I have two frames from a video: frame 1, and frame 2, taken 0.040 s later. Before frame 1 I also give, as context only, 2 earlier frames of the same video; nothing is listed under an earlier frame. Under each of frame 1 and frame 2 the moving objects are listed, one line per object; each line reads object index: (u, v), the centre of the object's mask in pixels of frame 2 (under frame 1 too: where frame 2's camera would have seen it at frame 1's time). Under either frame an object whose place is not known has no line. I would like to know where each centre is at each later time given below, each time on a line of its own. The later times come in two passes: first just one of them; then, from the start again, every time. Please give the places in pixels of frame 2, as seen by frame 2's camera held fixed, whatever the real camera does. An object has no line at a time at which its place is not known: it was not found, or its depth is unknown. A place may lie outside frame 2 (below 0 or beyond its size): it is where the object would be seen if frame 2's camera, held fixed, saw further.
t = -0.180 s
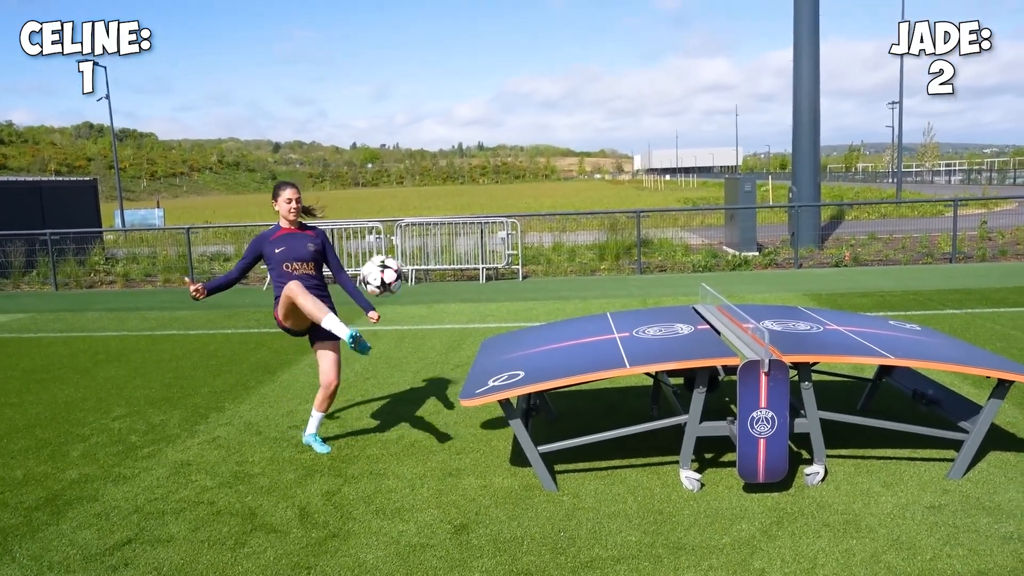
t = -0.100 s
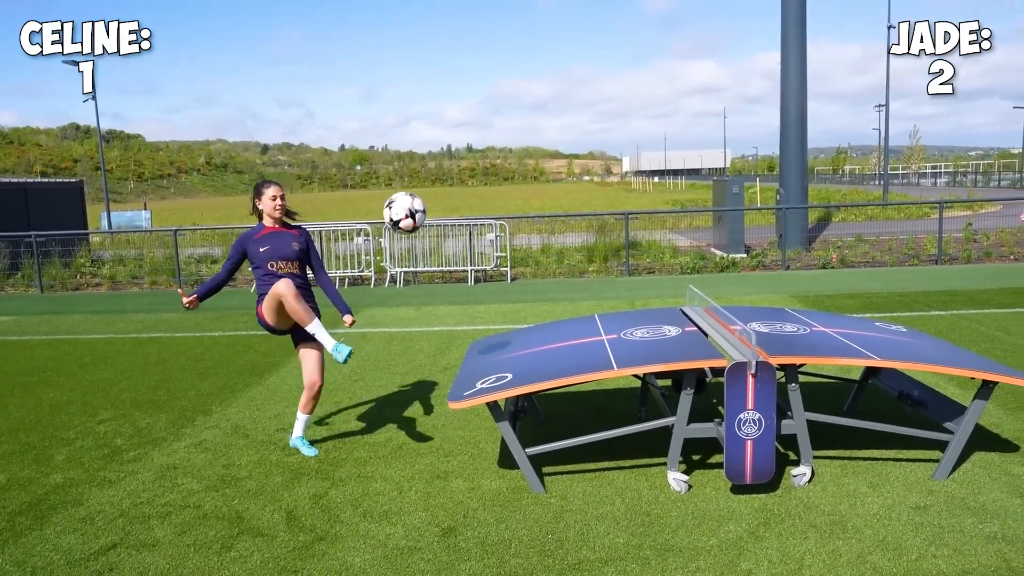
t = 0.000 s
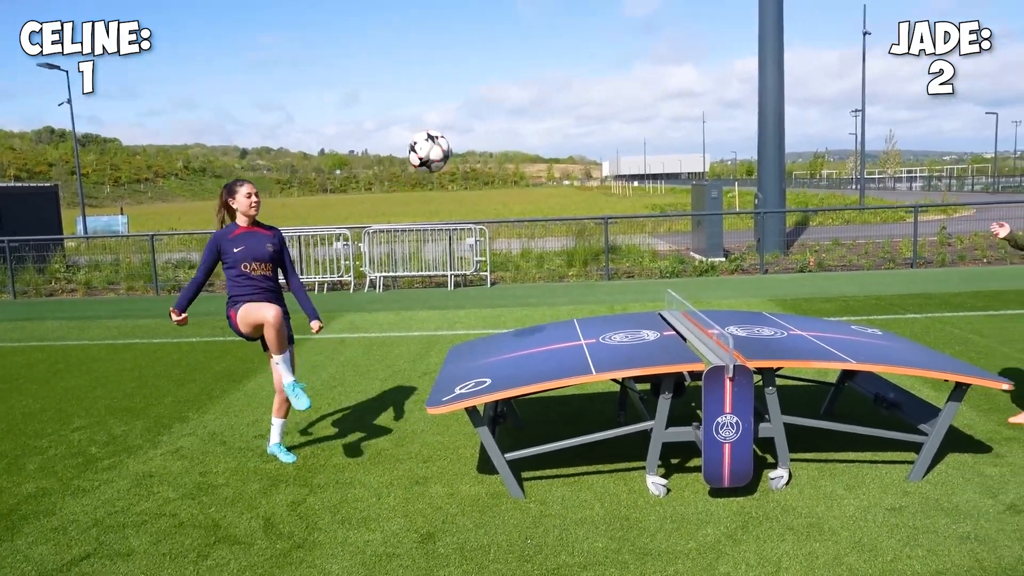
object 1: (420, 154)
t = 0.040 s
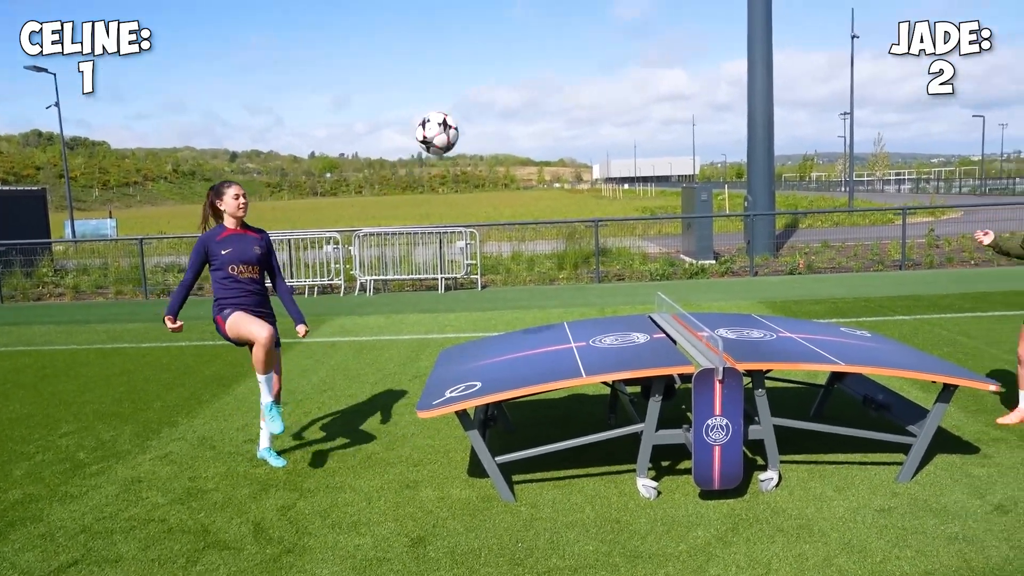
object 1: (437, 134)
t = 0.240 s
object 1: (523, 75)
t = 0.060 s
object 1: (446, 124)
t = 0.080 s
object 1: (455, 116)
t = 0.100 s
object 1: (464, 108)
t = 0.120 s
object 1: (473, 101)
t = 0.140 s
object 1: (481, 95)
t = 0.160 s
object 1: (490, 90)
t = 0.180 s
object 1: (498, 85)
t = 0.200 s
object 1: (507, 81)
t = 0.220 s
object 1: (515, 77)
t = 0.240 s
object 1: (523, 75)
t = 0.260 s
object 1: (532, 74)
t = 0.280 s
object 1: (541, 73)
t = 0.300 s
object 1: (549, 72)
